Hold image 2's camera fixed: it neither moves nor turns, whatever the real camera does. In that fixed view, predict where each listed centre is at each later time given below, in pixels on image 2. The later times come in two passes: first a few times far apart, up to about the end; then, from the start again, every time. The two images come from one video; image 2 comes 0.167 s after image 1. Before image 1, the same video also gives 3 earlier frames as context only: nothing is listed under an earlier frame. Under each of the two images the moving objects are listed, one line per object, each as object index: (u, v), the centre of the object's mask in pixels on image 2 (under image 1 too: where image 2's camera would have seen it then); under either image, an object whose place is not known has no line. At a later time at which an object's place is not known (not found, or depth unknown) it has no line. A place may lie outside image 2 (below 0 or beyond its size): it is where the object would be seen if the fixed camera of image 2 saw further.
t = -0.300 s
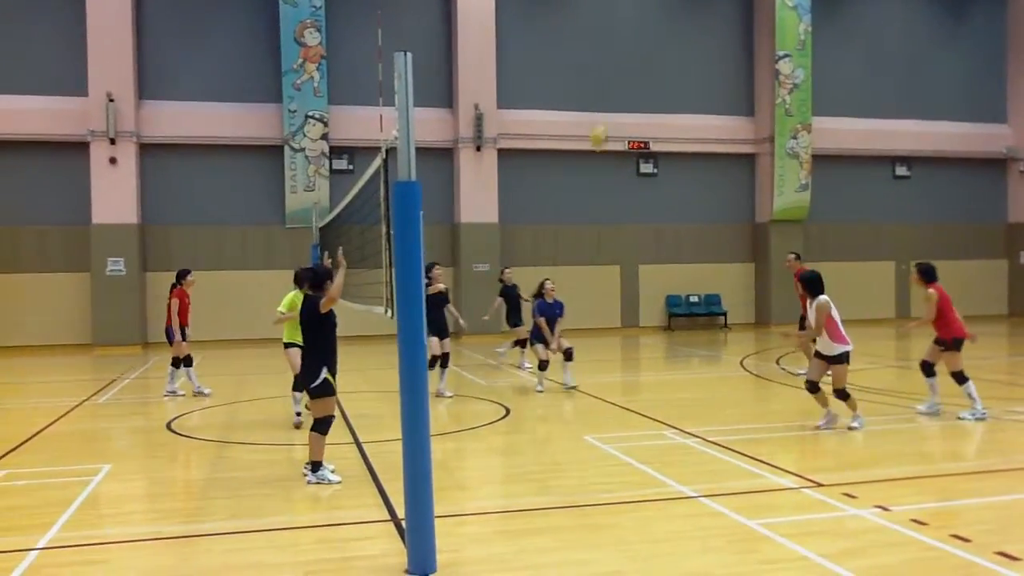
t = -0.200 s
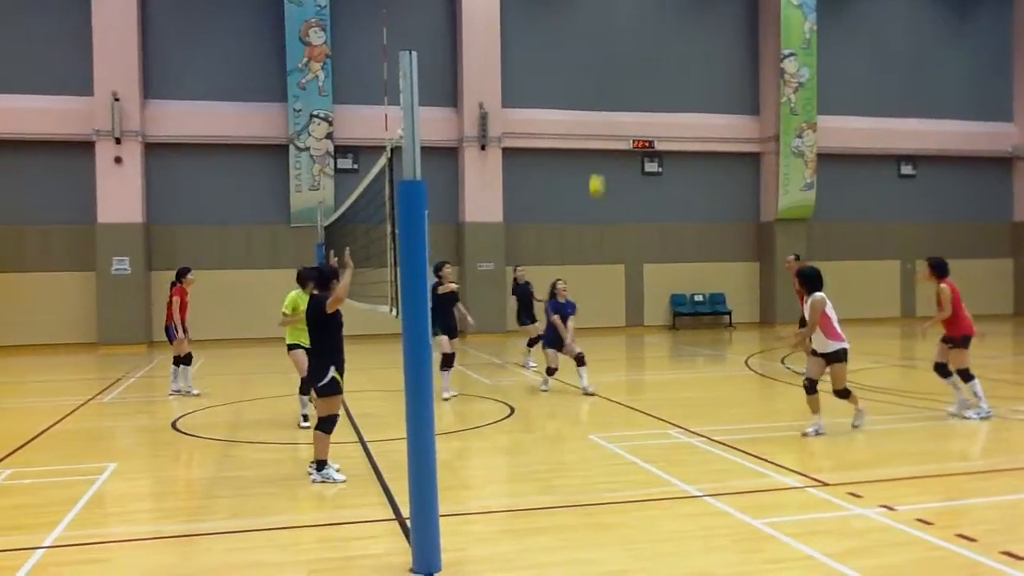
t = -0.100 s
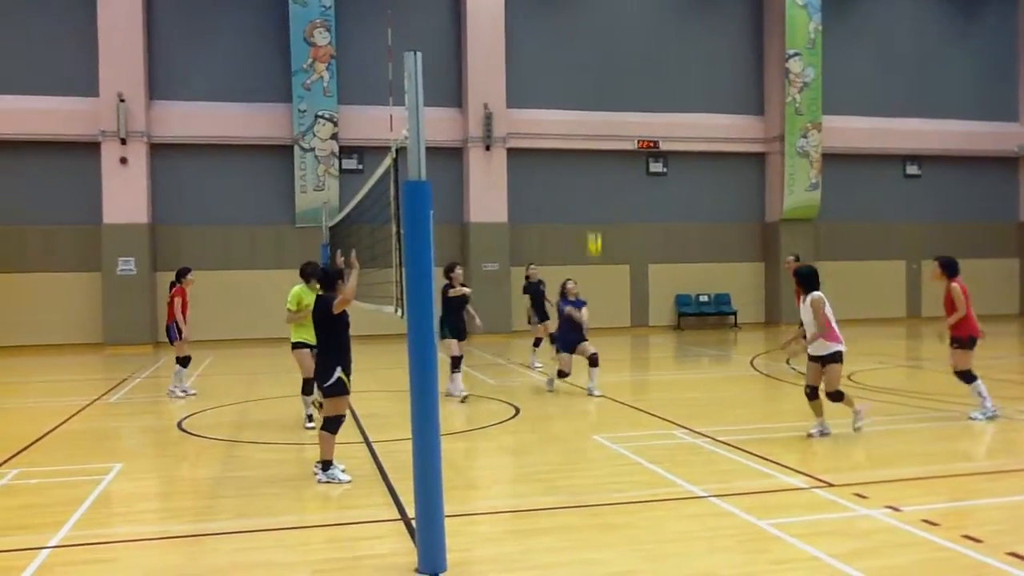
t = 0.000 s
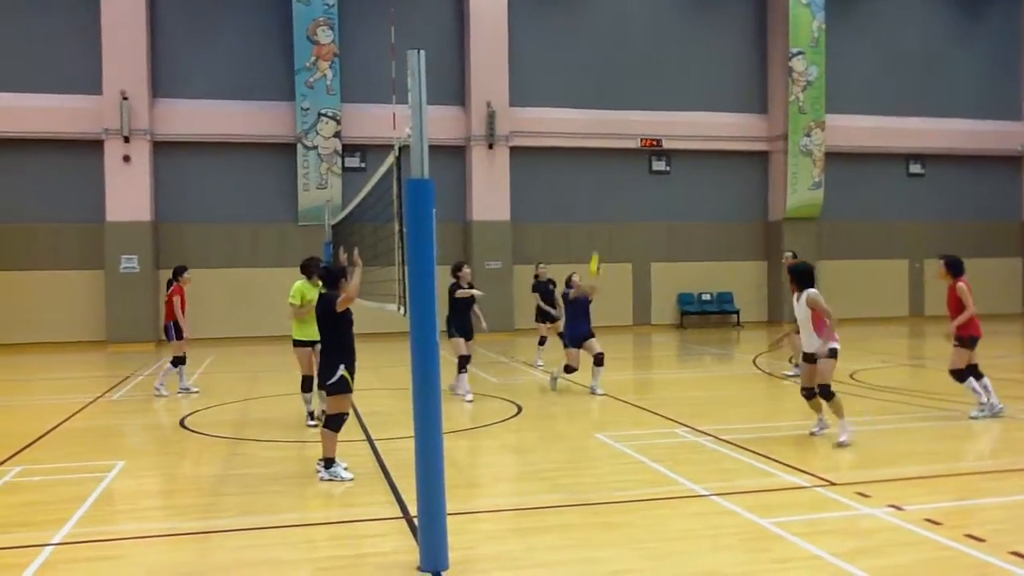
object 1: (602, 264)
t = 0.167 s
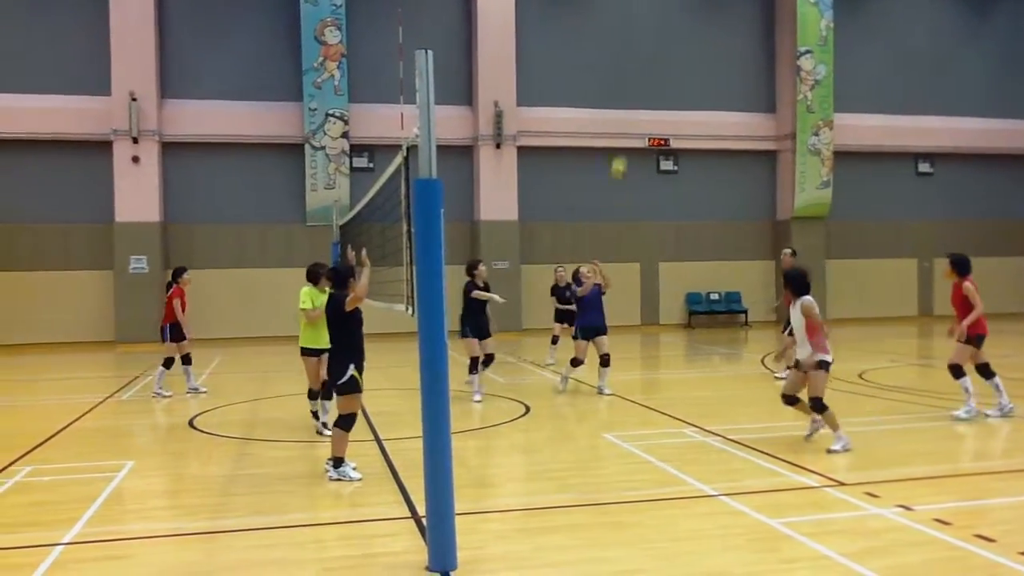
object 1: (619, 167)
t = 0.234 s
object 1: (625, 135)
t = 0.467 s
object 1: (645, 60)
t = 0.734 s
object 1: (665, 27)
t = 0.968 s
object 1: (680, 44)
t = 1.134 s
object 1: (690, 78)
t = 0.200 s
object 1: (621, 151)
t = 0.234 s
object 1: (625, 135)
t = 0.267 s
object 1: (628, 122)
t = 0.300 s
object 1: (630, 107)
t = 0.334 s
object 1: (635, 97)
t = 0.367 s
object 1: (637, 87)
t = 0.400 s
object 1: (640, 76)
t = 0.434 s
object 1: (643, 68)
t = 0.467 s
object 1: (645, 60)
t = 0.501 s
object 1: (647, 52)
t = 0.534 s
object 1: (649, 45)
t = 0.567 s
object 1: (653, 41)
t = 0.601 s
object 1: (655, 36)
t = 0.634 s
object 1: (658, 33)
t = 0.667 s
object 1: (660, 29)
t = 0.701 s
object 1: (663, 28)
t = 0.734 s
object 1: (665, 27)
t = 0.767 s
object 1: (667, 28)
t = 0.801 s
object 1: (670, 29)
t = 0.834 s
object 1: (672, 30)
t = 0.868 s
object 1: (674, 32)
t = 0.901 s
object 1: (676, 35)
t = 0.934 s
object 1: (678, 39)
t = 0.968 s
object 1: (680, 44)
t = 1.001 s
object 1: (681, 49)
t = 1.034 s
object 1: (683, 56)
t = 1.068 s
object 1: (686, 63)
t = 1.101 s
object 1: (688, 70)
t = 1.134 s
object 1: (690, 78)
